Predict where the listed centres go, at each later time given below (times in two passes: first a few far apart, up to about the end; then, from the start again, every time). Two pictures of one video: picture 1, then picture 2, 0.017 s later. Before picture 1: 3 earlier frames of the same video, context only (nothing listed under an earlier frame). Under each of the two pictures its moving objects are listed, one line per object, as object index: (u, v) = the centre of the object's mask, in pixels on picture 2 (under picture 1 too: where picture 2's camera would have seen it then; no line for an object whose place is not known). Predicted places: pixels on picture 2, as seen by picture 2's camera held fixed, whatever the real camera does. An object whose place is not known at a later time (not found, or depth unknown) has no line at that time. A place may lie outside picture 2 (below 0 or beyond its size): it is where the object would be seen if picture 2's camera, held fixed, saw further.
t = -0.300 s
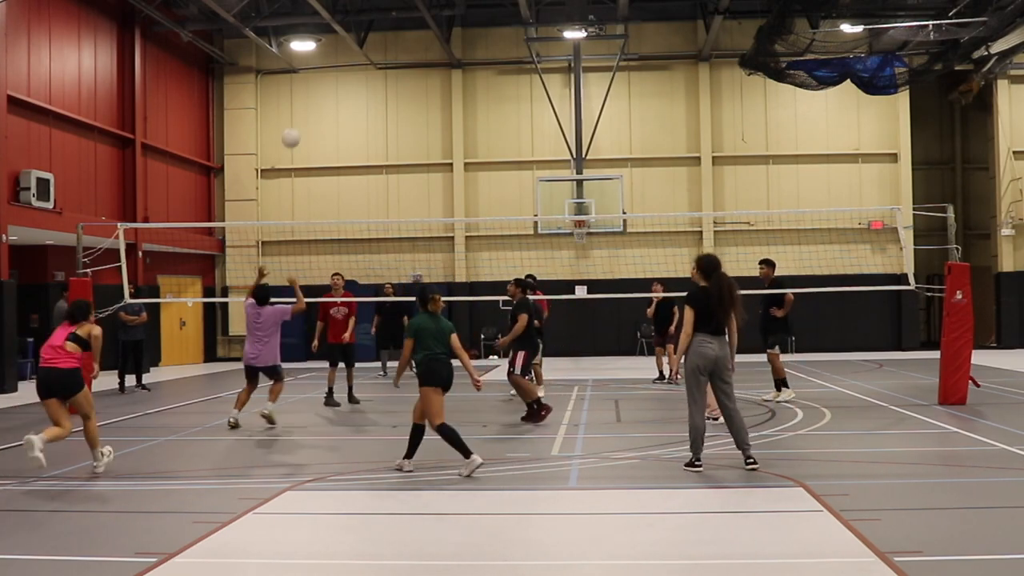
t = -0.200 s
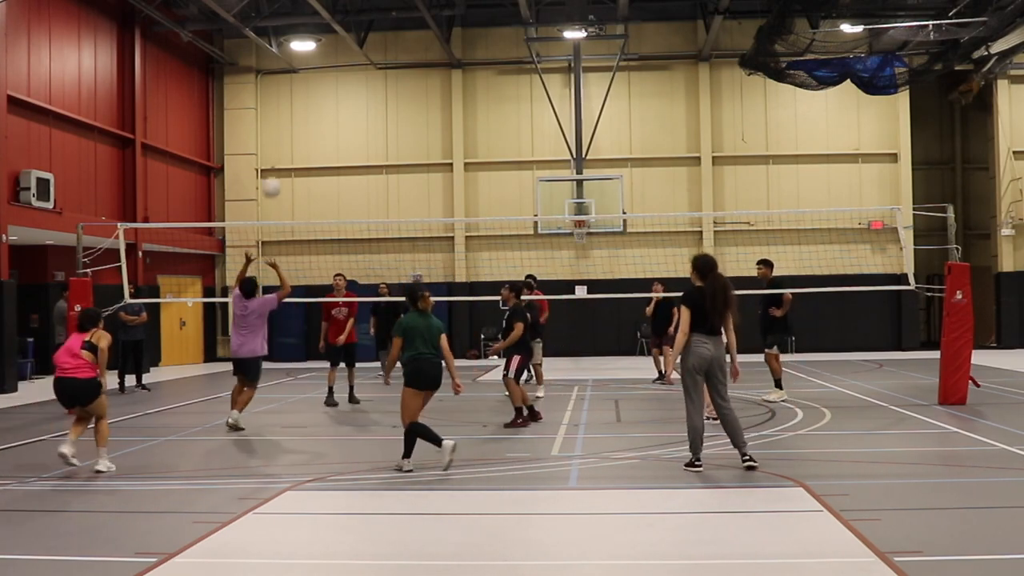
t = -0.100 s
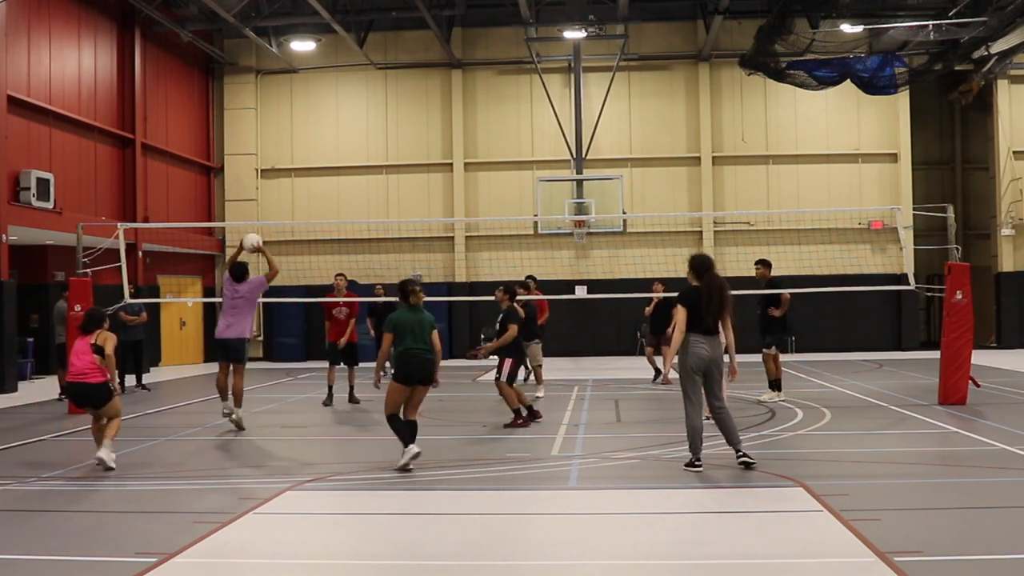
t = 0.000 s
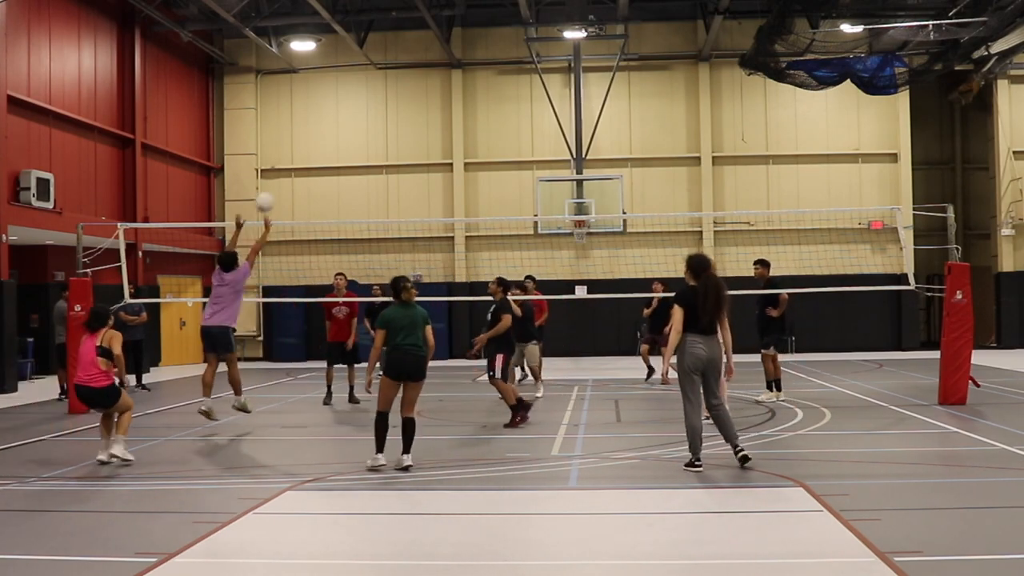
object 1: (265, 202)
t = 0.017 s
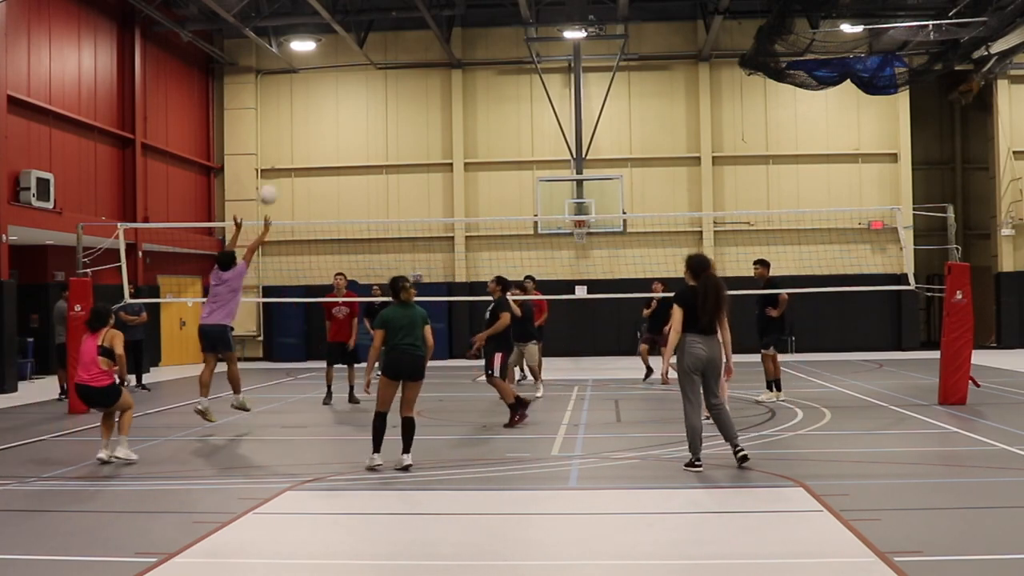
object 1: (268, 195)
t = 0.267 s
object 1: (316, 114)
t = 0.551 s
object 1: (369, 93)
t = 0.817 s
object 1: (417, 137)
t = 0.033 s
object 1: (271, 187)
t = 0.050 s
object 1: (274, 180)
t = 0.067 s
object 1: (278, 173)
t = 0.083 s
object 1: (281, 166)
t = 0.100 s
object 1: (284, 160)
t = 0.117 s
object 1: (287, 155)
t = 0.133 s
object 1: (291, 149)
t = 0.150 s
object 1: (294, 144)
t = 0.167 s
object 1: (297, 139)
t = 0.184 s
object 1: (300, 134)
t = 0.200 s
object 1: (304, 129)
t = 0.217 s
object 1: (307, 125)
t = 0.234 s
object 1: (310, 121)
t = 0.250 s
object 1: (313, 118)
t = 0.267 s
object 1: (316, 114)
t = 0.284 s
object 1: (319, 111)
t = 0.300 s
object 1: (323, 108)
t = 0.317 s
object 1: (326, 105)
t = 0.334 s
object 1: (329, 103)
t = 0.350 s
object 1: (332, 101)
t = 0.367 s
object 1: (335, 98)
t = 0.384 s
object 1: (338, 97)
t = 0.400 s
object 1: (341, 95)
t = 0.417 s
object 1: (345, 94)
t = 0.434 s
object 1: (348, 93)
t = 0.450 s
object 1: (351, 93)
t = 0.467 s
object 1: (354, 92)
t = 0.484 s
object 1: (357, 92)
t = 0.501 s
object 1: (360, 92)
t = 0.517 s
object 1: (363, 92)
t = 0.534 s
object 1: (366, 93)
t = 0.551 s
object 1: (369, 93)
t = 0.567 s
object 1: (372, 94)
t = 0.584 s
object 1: (375, 96)
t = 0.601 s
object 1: (378, 97)
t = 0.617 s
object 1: (381, 99)
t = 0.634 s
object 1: (384, 101)
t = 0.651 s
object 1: (387, 102)
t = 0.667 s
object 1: (390, 106)
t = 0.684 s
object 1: (393, 108)
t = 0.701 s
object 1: (396, 111)
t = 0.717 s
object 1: (399, 114)
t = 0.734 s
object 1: (402, 117)
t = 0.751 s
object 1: (405, 121)
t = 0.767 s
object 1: (408, 125)
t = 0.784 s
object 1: (411, 129)
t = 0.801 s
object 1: (414, 133)
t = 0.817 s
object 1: (417, 137)
